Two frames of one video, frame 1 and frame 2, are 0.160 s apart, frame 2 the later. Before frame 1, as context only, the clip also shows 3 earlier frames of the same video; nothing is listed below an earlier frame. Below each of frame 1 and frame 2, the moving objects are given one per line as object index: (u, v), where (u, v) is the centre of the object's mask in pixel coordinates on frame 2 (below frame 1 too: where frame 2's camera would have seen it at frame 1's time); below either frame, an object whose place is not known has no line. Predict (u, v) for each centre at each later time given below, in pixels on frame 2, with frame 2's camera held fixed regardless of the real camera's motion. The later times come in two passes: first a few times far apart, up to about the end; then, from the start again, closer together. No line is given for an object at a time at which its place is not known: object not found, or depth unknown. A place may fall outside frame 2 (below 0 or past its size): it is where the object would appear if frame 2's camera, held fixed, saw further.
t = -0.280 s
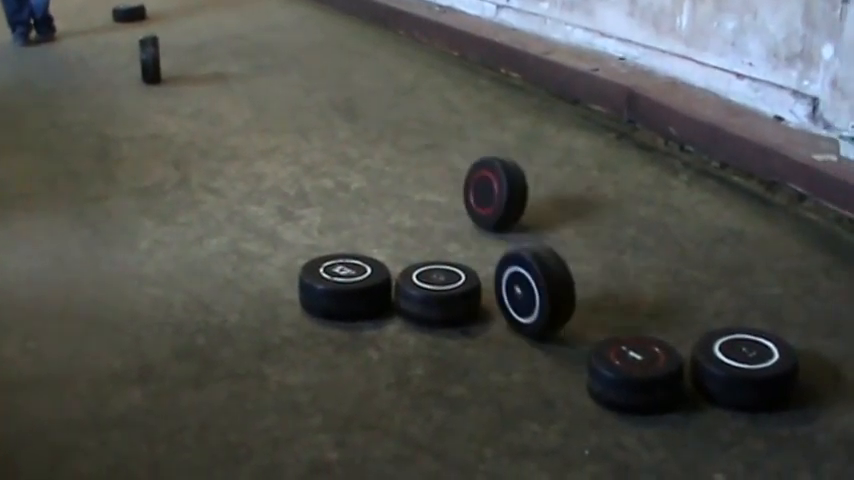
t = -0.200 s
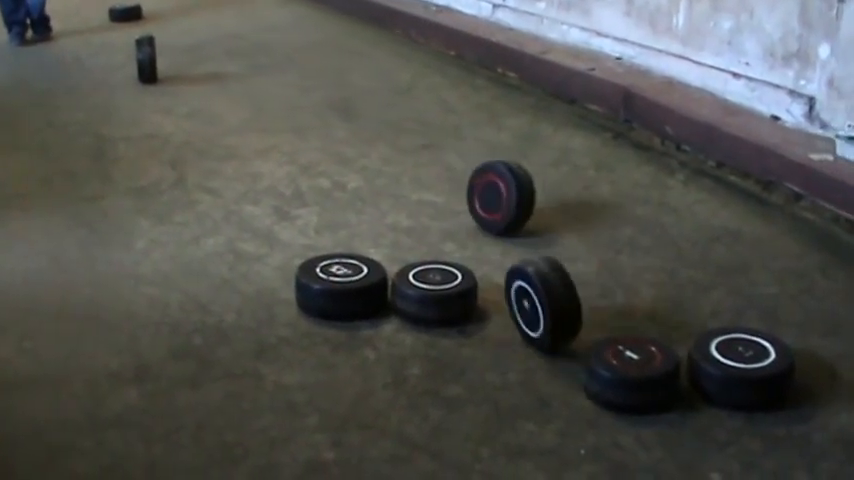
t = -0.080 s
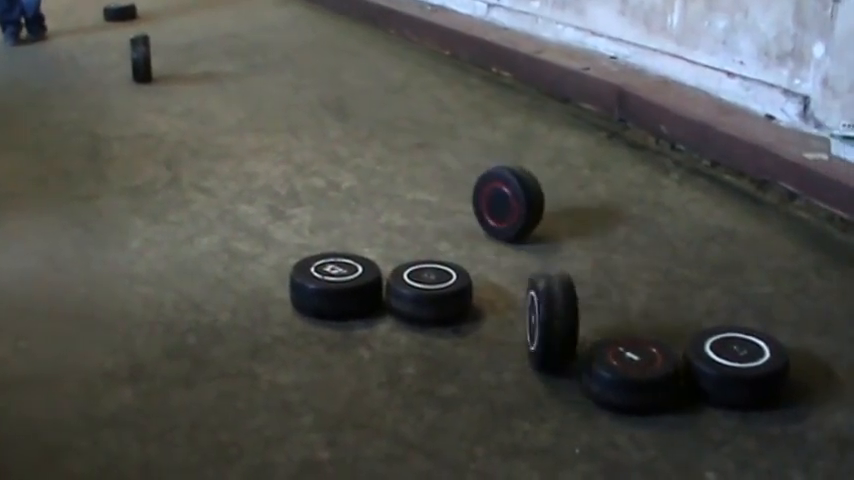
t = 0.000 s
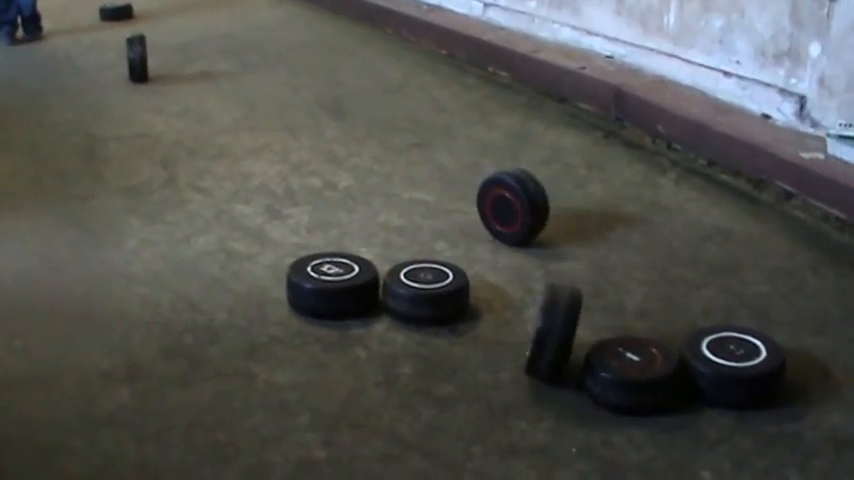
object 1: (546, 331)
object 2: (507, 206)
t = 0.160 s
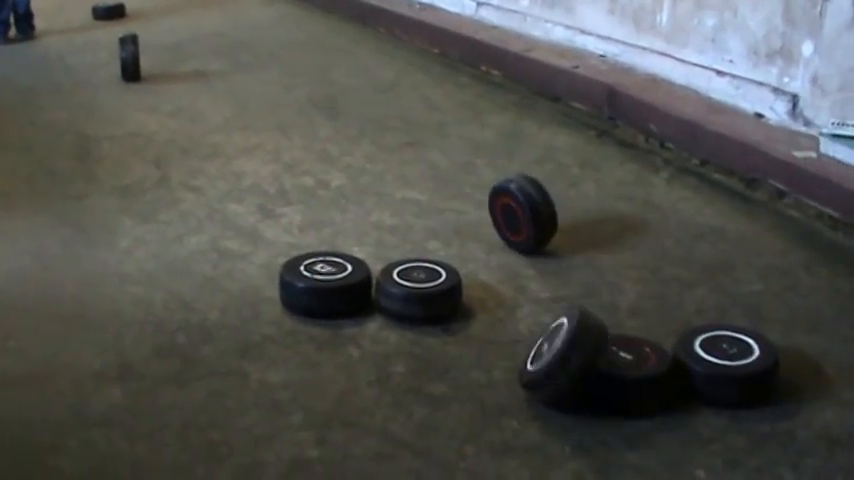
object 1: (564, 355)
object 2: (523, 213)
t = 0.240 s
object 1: (571, 369)
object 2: (531, 218)
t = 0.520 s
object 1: (632, 404)
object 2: (564, 234)
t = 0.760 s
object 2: (589, 251)
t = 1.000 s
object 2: (615, 273)
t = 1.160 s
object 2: (636, 288)
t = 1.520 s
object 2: (655, 305)
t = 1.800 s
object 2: (649, 308)
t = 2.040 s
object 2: (642, 313)
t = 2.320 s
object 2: (632, 311)
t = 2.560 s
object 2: (632, 315)
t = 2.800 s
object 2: (636, 315)
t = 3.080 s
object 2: (631, 314)
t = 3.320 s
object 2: (632, 315)
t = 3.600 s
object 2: (630, 315)
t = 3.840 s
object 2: (629, 314)
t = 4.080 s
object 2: (629, 314)
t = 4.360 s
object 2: (629, 314)
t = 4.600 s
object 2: (629, 314)
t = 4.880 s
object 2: (629, 314)
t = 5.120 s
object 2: (629, 314)
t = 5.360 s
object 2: (629, 314)
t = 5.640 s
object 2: (629, 314)
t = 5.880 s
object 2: (629, 314)
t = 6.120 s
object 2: (629, 314)
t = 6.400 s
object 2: (630, 315)
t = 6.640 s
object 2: (630, 315)
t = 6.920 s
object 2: (630, 315)
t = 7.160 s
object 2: (629, 315)
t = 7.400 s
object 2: (629, 315)
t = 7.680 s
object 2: (630, 315)
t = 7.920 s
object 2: (630, 315)
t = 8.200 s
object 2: (630, 315)
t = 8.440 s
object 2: (630, 315)
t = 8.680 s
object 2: (630, 315)
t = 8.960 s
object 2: (629, 315)
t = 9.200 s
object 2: (629, 315)
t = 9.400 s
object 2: (628, 313)
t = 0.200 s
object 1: (568, 365)
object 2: (527, 215)
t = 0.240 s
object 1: (571, 369)
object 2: (531, 218)
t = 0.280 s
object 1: (577, 375)
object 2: (536, 220)
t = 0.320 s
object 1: (582, 380)
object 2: (541, 223)
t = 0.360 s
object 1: (594, 384)
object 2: (546, 225)
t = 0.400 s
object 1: (601, 389)
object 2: (550, 227)
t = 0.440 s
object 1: (613, 395)
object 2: (555, 230)
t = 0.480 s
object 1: (624, 397)
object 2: (559, 232)
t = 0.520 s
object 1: (632, 404)
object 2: (564, 234)
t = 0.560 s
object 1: (640, 410)
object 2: (568, 236)
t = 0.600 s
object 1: (650, 414)
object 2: (573, 239)
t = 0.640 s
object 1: (659, 419)
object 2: (577, 242)
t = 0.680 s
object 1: (668, 423)
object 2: (581, 245)
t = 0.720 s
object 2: (585, 248)
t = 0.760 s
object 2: (589, 251)
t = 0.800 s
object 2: (593, 255)
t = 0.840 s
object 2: (597, 258)
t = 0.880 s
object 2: (601, 261)
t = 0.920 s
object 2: (606, 265)
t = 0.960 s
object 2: (611, 269)
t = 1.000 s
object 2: (615, 273)
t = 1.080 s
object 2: (625, 280)
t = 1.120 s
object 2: (631, 284)
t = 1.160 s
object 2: (636, 288)
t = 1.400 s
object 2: (656, 303)
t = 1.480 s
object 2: (656, 305)
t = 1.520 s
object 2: (655, 305)
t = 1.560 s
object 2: (654, 305)
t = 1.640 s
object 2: (652, 307)
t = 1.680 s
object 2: (652, 307)
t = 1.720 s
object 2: (651, 307)
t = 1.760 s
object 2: (650, 308)
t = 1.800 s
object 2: (649, 308)
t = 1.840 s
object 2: (649, 309)
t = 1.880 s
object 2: (648, 309)
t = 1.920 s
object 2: (647, 310)
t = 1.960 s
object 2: (645, 311)
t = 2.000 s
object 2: (644, 312)
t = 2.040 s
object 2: (642, 313)
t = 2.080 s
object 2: (641, 315)
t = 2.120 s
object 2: (639, 316)
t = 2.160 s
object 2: (638, 316)
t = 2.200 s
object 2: (636, 314)
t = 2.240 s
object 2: (634, 312)
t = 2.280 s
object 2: (633, 311)
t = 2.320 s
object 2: (632, 311)
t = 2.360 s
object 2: (632, 311)
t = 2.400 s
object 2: (631, 311)
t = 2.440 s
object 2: (631, 312)
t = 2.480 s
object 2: (631, 313)
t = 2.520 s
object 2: (632, 314)
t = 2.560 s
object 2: (632, 315)
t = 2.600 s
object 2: (634, 315)
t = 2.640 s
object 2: (635, 315)
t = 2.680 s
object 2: (635, 315)
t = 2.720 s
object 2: (635, 314)
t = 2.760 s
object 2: (636, 315)
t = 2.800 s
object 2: (636, 315)
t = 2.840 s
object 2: (635, 315)
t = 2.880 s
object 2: (634, 316)
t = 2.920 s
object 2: (634, 316)
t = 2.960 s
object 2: (633, 315)
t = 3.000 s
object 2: (632, 314)
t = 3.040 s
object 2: (631, 314)
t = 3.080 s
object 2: (631, 314)
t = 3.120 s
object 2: (630, 315)
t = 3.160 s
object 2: (630, 315)
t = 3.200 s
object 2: (631, 315)
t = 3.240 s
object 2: (631, 315)
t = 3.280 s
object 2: (631, 315)
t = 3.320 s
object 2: (632, 315)
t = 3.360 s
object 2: (632, 315)
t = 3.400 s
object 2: (632, 315)
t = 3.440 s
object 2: (632, 315)
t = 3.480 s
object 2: (631, 315)
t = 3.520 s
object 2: (631, 315)
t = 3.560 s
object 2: (630, 315)
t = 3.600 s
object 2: (630, 315)
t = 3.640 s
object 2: (630, 315)
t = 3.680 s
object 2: (630, 315)
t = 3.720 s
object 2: (629, 315)
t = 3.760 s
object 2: (629, 315)
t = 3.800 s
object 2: (629, 315)
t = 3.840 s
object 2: (629, 314)
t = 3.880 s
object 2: (629, 314)
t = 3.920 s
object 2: (629, 314)
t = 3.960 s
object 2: (629, 314)
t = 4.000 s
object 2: (629, 314)
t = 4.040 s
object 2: (629, 314)
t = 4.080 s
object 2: (629, 314)
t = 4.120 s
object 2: (629, 314)
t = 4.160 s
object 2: (629, 314)
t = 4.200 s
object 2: (629, 314)
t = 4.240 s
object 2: (629, 314)
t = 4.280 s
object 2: (629, 314)
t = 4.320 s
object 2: (629, 314)
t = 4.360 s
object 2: (629, 314)
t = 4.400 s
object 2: (629, 314)
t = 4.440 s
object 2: (629, 314)
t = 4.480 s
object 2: (629, 314)
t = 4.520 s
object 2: (629, 314)
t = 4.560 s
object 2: (629, 314)
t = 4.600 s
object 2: (629, 314)
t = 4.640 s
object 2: (629, 314)
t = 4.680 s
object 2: (629, 314)
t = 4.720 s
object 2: (629, 314)
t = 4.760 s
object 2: (629, 314)
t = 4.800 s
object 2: (629, 314)
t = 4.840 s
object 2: (629, 314)
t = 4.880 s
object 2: (629, 314)
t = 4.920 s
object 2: (629, 314)
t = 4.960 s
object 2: (629, 314)
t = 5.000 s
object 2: (629, 314)
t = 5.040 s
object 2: (629, 314)
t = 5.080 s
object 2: (629, 314)
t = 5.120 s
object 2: (629, 314)
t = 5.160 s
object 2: (629, 314)
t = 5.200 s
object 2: (629, 314)
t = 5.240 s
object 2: (629, 314)
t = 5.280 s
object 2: (629, 314)
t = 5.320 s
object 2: (629, 314)
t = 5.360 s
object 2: (629, 314)
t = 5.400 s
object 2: (629, 314)
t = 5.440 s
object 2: (629, 314)
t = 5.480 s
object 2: (629, 314)
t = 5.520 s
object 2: (629, 314)
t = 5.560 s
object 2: (629, 314)
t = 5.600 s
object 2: (629, 314)
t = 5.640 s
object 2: (629, 314)
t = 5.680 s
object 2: (629, 314)
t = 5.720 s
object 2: (629, 314)
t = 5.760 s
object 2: (629, 314)
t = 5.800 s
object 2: (629, 314)
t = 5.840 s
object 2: (629, 314)
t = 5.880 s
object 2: (629, 314)
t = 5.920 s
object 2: (629, 314)
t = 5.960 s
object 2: (629, 314)
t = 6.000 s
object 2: (629, 314)
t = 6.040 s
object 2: (629, 314)
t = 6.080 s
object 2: (629, 314)
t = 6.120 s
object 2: (629, 314)
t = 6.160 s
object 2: (629, 314)
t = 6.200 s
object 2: (629, 314)
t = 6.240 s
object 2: (630, 315)
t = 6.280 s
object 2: (630, 315)
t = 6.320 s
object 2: (630, 315)
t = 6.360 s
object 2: (630, 315)
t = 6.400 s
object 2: (630, 315)
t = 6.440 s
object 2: (630, 315)
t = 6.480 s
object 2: (630, 315)
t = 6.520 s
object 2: (630, 315)
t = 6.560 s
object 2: (630, 315)
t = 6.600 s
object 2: (630, 315)
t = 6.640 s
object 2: (630, 315)
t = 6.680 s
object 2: (630, 315)
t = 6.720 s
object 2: (630, 315)
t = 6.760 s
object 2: (630, 315)
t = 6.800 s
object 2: (630, 315)
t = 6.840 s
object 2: (630, 315)
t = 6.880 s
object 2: (630, 315)
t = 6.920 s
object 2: (630, 315)
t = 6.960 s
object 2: (630, 315)
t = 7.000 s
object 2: (630, 315)
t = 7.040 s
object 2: (630, 315)
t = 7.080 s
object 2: (630, 315)
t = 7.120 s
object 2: (629, 315)
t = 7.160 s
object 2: (629, 315)
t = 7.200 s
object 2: (629, 315)
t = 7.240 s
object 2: (630, 315)
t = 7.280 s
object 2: (630, 315)
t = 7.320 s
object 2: (629, 315)
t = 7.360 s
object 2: (629, 315)
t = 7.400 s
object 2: (629, 315)
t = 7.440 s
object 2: (629, 315)
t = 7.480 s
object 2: (629, 315)
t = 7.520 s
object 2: (629, 315)
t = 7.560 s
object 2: (629, 315)
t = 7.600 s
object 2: (629, 315)
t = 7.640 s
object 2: (629, 315)
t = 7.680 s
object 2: (630, 315)
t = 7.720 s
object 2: (630, 315)
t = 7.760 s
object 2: (630, 315)
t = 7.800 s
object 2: (630, 315)
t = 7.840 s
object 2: (630, 315)
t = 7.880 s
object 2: (630, 315)
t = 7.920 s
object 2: (630, 315)
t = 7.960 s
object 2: (630, 315)
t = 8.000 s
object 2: (630, 315)
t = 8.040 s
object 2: (630, 315)
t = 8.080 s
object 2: (630, 315)
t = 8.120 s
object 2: (630, 315)
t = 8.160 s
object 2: (630, 315)
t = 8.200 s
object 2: (630, 315)
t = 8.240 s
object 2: (630, 315)
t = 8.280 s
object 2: (630, 315)
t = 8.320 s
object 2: (630, 315)
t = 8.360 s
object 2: (630, 315)
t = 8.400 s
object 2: (630, 315)
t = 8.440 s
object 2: (630, 315)
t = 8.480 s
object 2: (630, 315)
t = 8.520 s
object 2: (630, 315)
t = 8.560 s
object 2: (630, 315)
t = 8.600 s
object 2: (630, 315)
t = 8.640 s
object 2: (630, 315)
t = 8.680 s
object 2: (630, 315)
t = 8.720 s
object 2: (630, 315)
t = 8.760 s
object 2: (630, 315)
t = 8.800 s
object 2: (629, 315)
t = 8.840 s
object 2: (630, 315)
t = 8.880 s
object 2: (630, 315)
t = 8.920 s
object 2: (629, 315)
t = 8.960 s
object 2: (629, 315)
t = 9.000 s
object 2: (629, 315)
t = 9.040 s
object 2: (629, 315)
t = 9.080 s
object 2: (629, 314)
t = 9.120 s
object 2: (629, 315)
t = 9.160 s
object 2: (629, 314)
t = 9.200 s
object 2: (629, 315)
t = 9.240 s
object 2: (630, 315)
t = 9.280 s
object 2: (629, 315)
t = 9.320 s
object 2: (629, 315)
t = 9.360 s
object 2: (628, 314)
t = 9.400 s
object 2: (628, 313)
